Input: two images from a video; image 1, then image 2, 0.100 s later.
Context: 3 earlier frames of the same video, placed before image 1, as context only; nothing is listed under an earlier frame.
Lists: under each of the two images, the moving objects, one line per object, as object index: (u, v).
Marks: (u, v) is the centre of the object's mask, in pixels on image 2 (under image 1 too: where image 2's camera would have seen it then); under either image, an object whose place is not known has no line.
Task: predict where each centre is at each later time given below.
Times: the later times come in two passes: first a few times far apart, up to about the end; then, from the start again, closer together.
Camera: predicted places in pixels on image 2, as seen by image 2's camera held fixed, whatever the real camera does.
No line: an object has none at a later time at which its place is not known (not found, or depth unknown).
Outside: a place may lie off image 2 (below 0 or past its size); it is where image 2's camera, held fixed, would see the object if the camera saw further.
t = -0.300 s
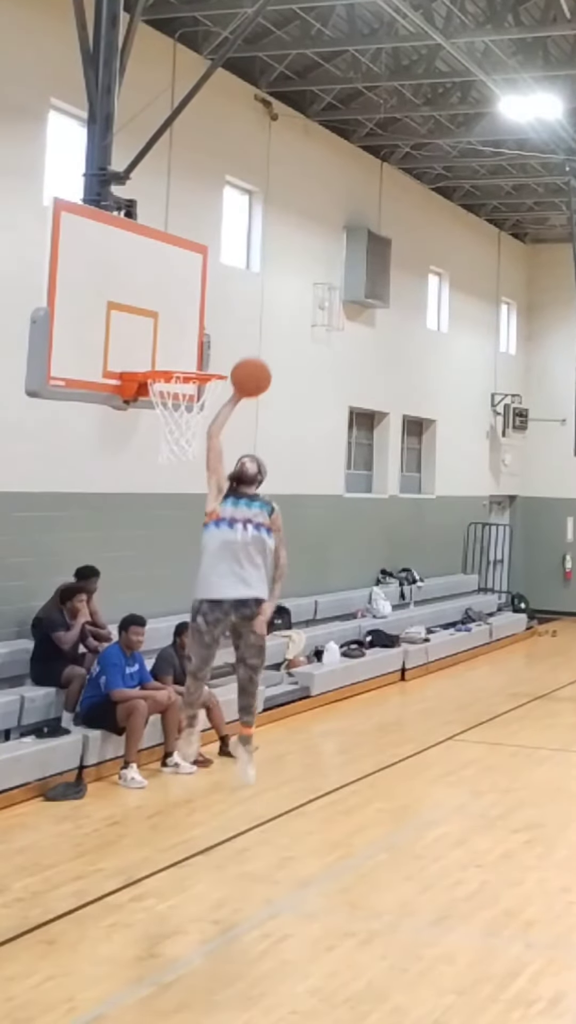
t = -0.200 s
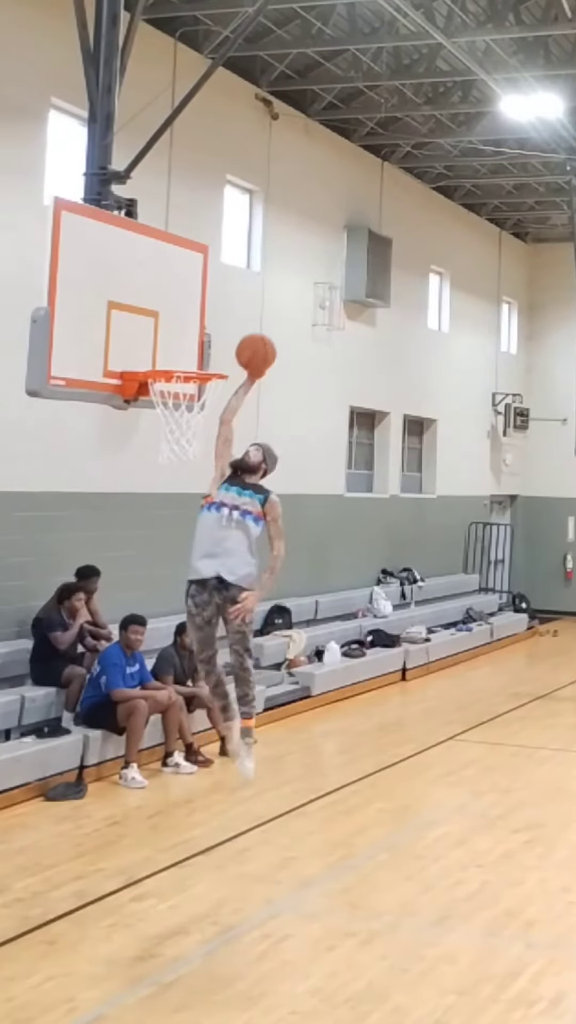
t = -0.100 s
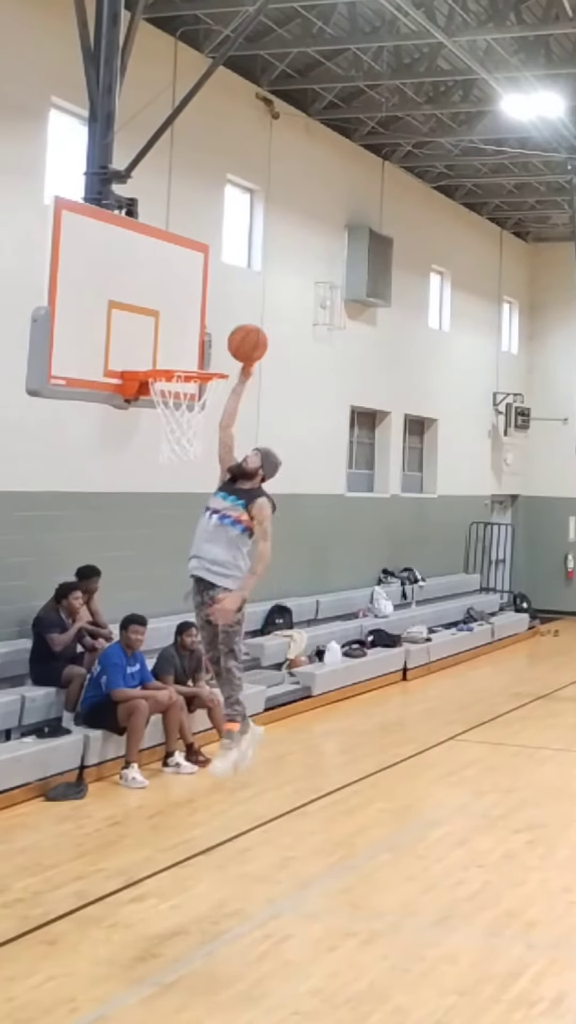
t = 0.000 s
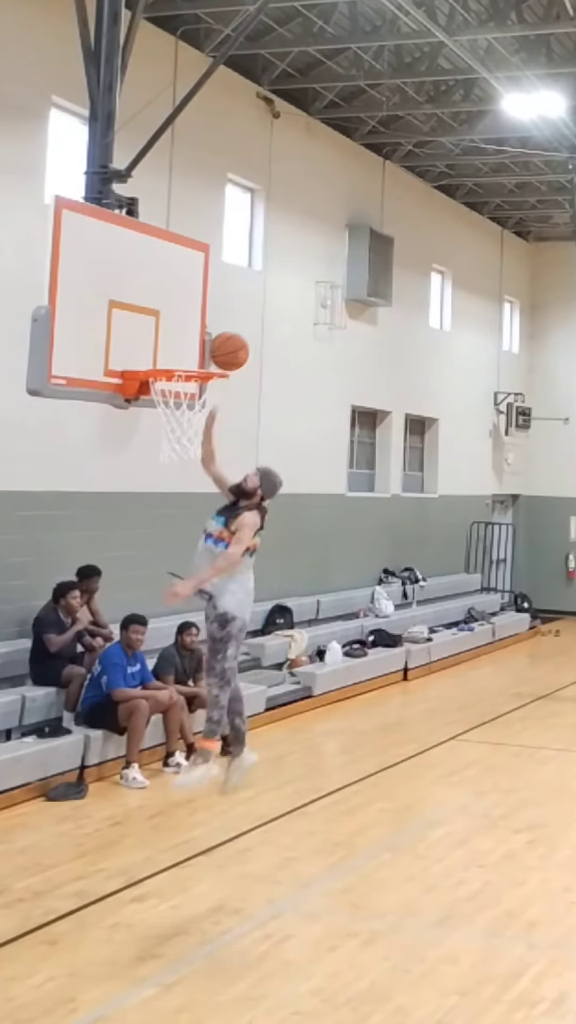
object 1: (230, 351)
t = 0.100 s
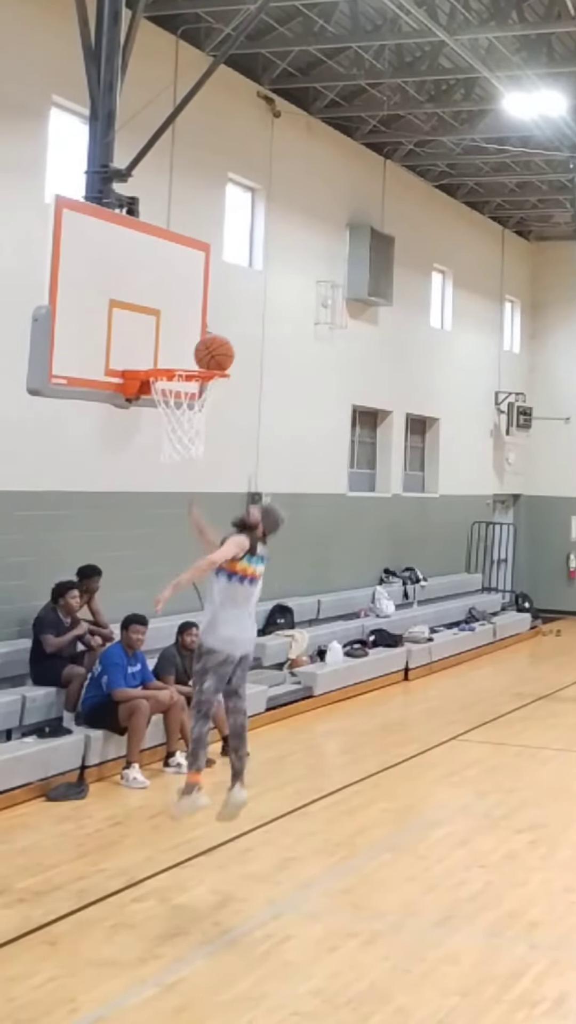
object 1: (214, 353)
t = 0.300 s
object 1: (187, 393)
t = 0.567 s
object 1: (168, 479)
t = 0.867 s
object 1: (153, 690)
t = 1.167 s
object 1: (147, 793)
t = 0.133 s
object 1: (210, 354)
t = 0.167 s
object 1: (205, 357)
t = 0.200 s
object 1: (200, 359)
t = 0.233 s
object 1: (195, 373)
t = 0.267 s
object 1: (193, 386)
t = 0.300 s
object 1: (187, 393)
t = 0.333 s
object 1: (180, 401)
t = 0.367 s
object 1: (175, 417)
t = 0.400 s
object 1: (172, 426)
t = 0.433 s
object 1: (172, 434)
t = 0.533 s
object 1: (169, 467)
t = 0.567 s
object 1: (168, 479)
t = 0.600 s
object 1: (166, 495)
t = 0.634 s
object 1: (165, 512)
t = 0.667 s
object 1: (164, 532)
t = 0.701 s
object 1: (162, 552)
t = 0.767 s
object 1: (158, 601)
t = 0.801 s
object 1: (155, 629)
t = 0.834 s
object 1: (155, 659)
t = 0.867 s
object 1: (153, 690)
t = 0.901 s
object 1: (149, 722)
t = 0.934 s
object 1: (148, 755)
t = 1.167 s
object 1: (147, 793)
